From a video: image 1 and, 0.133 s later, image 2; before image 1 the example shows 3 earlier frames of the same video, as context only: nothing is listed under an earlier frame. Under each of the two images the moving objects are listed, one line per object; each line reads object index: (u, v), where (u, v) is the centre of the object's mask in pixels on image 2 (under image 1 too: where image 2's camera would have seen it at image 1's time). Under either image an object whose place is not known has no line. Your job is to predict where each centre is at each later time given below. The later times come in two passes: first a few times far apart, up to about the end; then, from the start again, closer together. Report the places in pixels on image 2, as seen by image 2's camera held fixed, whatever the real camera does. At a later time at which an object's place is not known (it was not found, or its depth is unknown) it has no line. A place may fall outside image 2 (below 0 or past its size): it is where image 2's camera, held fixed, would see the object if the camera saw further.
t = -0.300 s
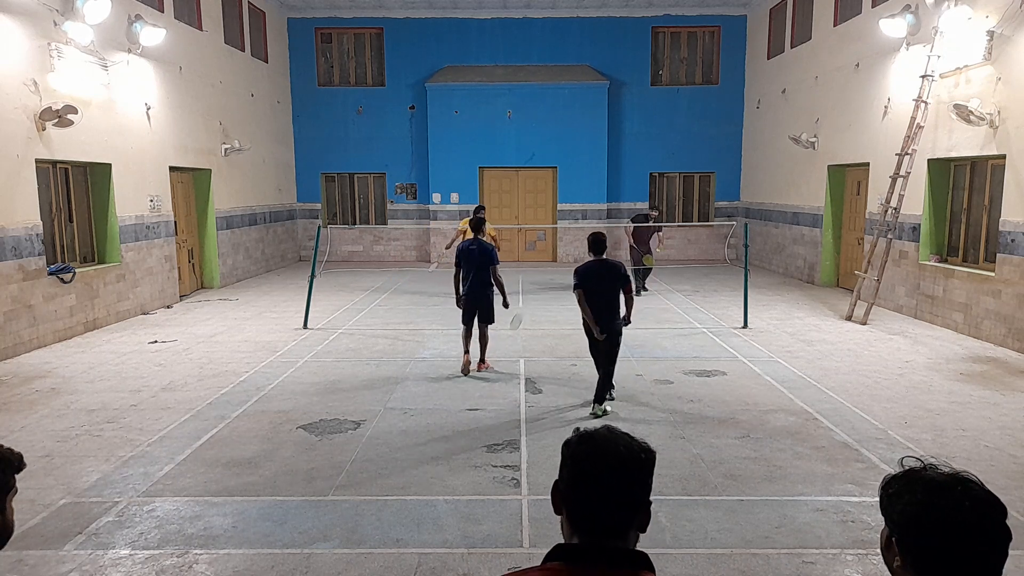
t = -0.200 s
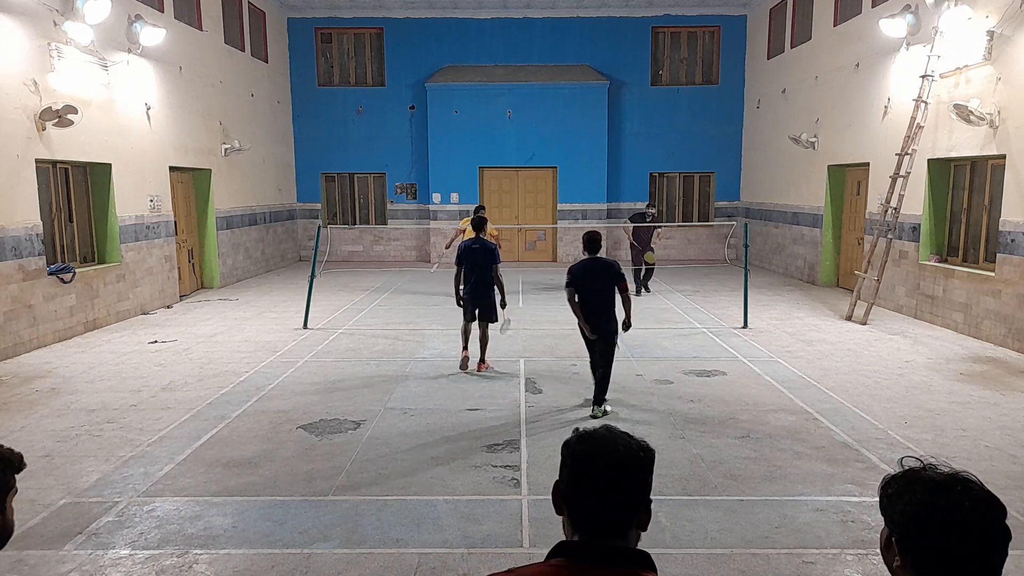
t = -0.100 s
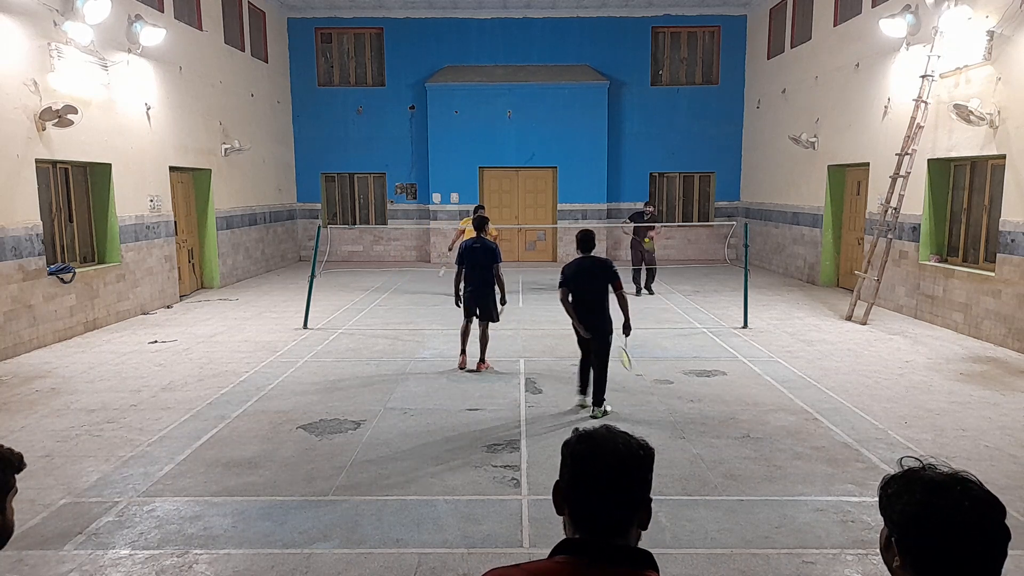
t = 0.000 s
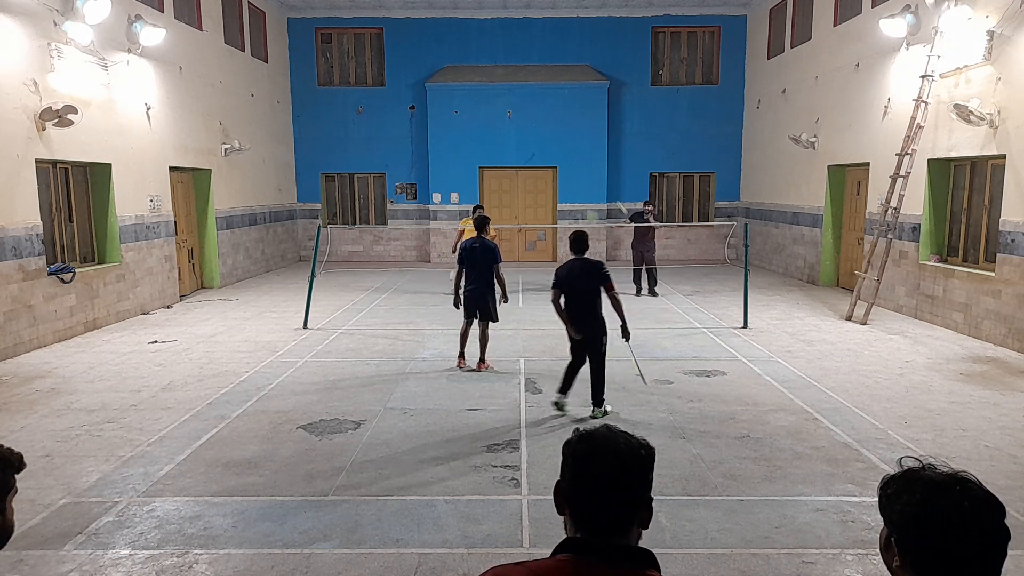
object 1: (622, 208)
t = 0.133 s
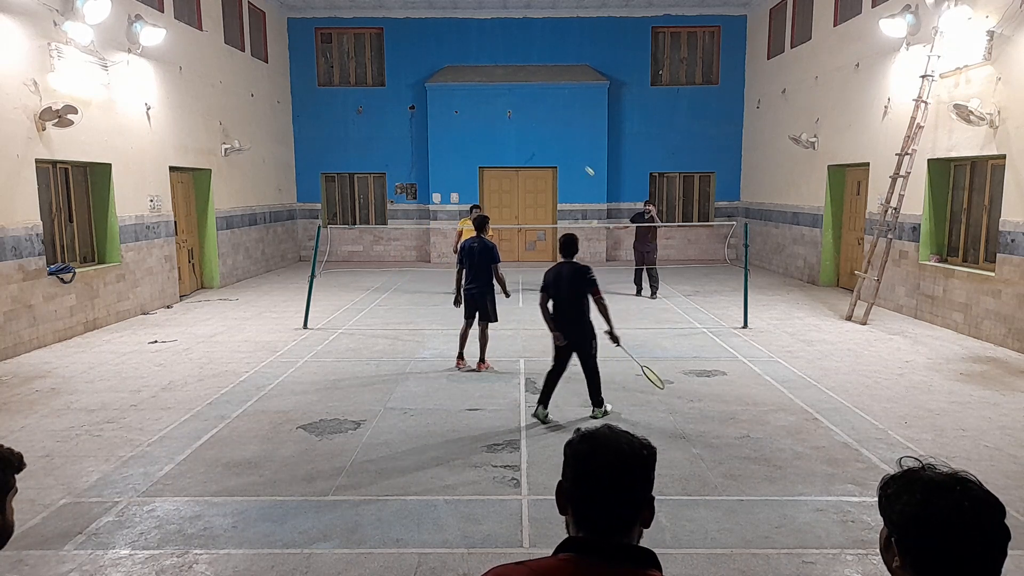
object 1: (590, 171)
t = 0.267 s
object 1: (562, 150)
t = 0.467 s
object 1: (527, 146)
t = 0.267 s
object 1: (562, 150)
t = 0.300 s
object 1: (557, 147)
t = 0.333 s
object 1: (550, 146)
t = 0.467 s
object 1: (527, 146)
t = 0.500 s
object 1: (521, 149)
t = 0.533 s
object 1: (516, 152)
